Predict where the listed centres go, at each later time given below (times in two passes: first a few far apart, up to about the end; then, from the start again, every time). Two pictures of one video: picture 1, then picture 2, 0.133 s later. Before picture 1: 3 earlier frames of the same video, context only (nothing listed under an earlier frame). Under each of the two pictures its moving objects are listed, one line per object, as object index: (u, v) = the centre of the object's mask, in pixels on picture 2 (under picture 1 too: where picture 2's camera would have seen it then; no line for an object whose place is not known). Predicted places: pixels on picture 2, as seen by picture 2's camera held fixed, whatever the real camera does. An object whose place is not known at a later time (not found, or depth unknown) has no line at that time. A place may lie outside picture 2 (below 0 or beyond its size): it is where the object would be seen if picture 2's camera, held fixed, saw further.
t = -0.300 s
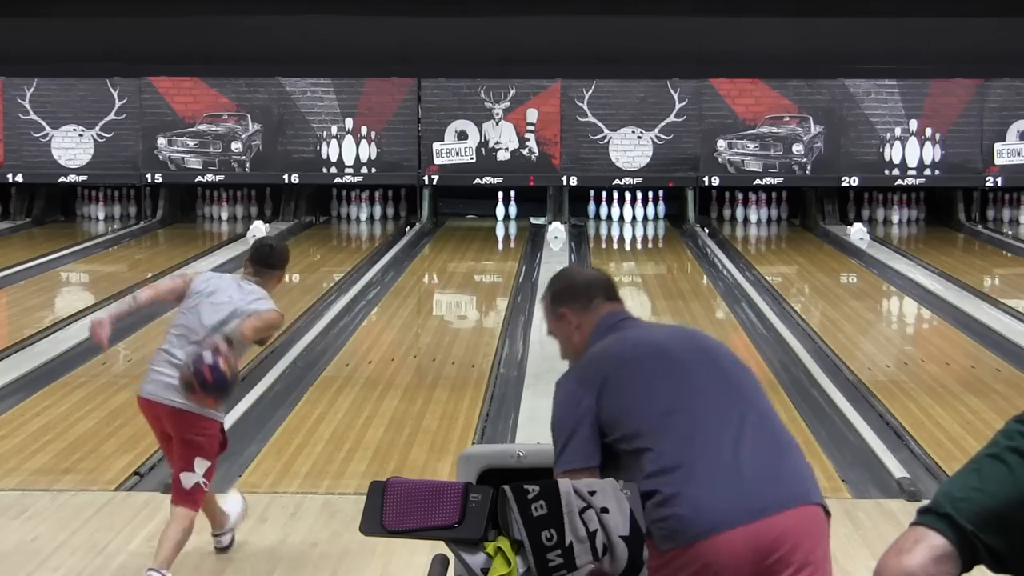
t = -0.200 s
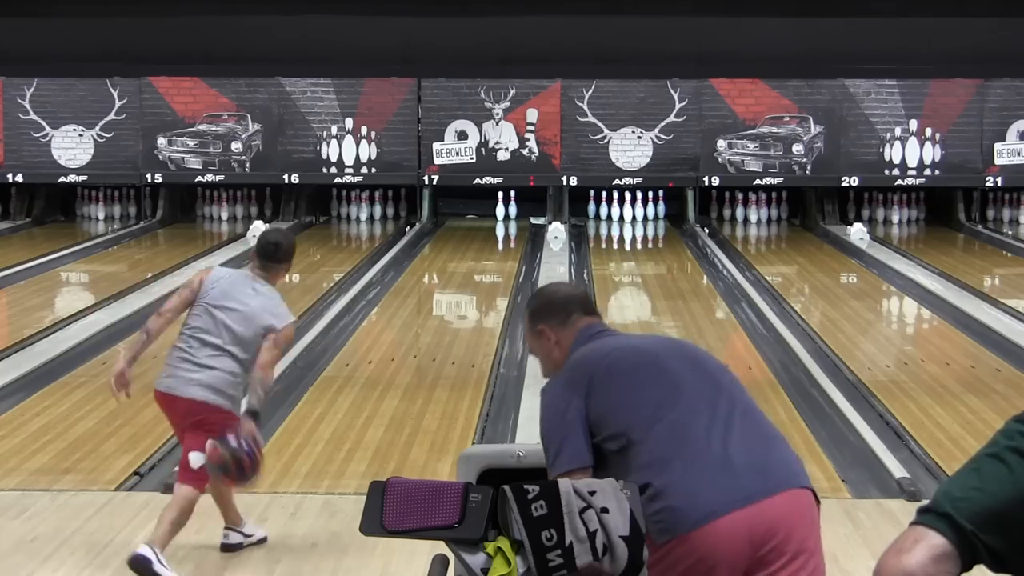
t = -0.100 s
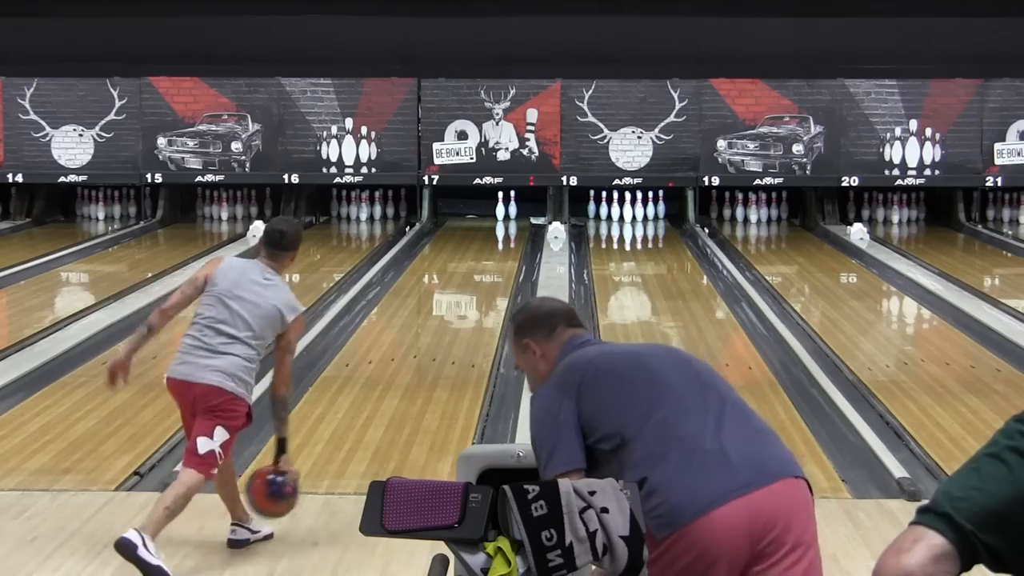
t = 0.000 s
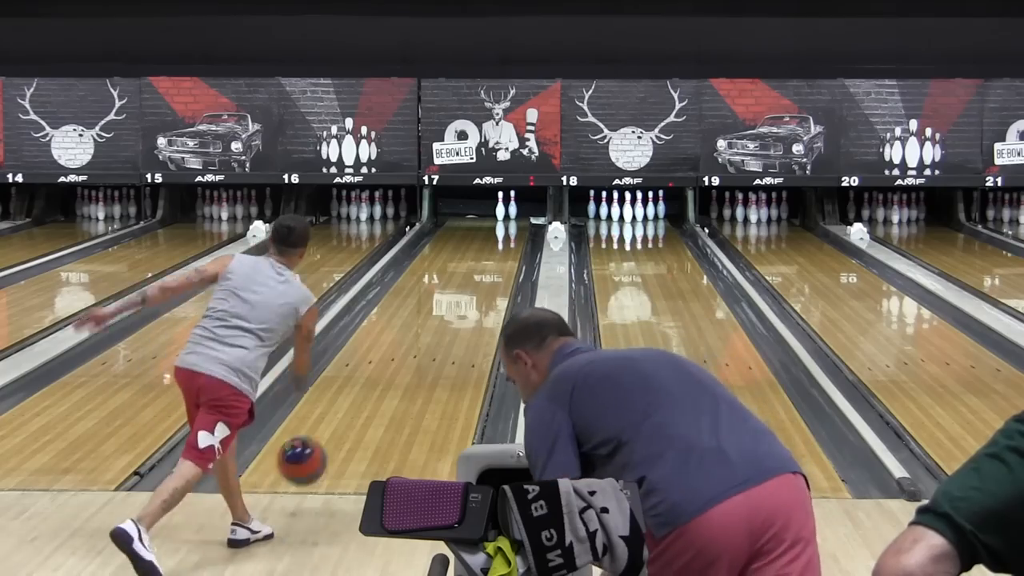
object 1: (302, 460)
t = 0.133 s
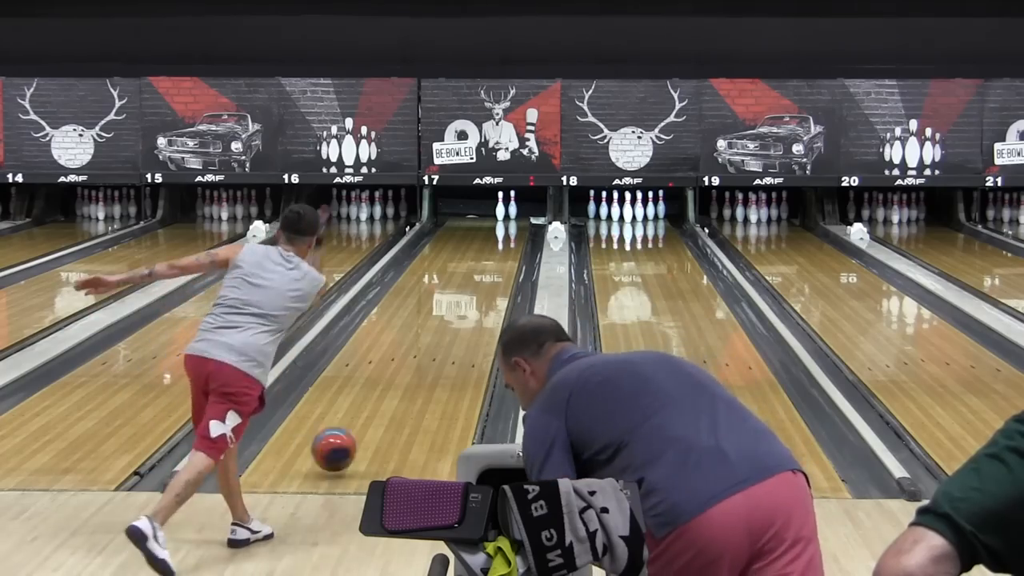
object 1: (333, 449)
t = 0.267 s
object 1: (359, 422)
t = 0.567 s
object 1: (403, 365)
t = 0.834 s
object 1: (431, 329)
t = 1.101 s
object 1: (453, 300)
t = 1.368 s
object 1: (469, 278)
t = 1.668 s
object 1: (484, 259)
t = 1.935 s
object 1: (495, 243)
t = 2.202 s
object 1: (501, 232)
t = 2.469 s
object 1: (503, 222)
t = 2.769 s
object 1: (500, 212)
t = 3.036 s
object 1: (493, 208)
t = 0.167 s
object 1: (340, 446)
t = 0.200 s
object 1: (347, 436)
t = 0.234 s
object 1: (353, 429)
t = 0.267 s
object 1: (359, 422)
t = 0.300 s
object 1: (365, 415)
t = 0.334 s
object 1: (371, 407)
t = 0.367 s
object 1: (376, 400)
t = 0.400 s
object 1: (381, 393)
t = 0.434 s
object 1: (386, 387)
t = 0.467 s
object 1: (390, 381)
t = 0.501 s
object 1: (395, 375)
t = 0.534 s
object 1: (399, 369)
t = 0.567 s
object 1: (403, 365)
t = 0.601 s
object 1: (407, 359)
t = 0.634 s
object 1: (411, 354)
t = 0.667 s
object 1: (415, 349)
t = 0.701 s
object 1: (418, 345)
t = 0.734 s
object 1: (422, 341)
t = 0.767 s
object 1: (425, 337)
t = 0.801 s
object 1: (429, 332)
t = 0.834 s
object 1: (431, 329)
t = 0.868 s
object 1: (434, 325)
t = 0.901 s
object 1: (437, 321)
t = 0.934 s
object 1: (440, 317)
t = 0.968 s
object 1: (443, 313)
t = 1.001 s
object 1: (445, 310)
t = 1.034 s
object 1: (448, 306)
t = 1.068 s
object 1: (450, 303)
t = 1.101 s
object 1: (453, 300)
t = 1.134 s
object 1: (455, 297)
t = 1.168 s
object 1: (458, 295)
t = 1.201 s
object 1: (460, 292)
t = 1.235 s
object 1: (462, 289)
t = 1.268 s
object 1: (464, 287)
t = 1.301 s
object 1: (466, 283)
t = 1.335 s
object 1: (468, 280)
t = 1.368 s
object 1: (469, 278)
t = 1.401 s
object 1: (472, 276)
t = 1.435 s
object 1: (474, 273)
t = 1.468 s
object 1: (476, 271)
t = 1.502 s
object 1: (477, 269)
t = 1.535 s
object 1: (479, 267)
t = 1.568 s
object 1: (481, 265)
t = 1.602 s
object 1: (482, 263)
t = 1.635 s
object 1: (483, 261)
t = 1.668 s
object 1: (484, 259)
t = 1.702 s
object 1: (486, 256)
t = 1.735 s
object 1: (488, 254)
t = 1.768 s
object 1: (489, 252)
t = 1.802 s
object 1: (490, 250)
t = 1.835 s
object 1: (491, 248)
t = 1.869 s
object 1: (492, 247)
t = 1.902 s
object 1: (493, 246)
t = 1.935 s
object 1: (495, 243)
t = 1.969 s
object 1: (496, 242)
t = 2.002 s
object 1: (497, 240)
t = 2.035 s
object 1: (498, 239)
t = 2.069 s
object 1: (499, 237)
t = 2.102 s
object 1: (500, 235)
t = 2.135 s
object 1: (500, 234)
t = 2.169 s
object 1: (501, 233)
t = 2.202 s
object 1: (501, 232)
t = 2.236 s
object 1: (501, 231)
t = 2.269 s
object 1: (502, 230)
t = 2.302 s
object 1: (503, 228)
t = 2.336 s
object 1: (503, 227)
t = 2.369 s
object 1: (503, 226)
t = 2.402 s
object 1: (503, 225)
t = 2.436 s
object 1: (503, 223)
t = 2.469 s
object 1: (503, 222)
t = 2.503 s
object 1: (502, 221)
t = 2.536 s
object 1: (502, 220)
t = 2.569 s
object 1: (502, 219)
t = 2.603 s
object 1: (502, 218)
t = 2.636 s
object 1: (501, 217)
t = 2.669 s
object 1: (502, 216)
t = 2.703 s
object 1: (501, 215)
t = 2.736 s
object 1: (500, 214)
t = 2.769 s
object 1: (500, 212)
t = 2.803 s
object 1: (499, 213)
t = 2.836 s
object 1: (499, 212)
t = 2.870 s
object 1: (498, 212)
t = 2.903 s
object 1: (496, 211)
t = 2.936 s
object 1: (494, 208)
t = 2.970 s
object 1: (495, 208)
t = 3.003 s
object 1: (493, 208)
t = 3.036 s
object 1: (493, 208)
